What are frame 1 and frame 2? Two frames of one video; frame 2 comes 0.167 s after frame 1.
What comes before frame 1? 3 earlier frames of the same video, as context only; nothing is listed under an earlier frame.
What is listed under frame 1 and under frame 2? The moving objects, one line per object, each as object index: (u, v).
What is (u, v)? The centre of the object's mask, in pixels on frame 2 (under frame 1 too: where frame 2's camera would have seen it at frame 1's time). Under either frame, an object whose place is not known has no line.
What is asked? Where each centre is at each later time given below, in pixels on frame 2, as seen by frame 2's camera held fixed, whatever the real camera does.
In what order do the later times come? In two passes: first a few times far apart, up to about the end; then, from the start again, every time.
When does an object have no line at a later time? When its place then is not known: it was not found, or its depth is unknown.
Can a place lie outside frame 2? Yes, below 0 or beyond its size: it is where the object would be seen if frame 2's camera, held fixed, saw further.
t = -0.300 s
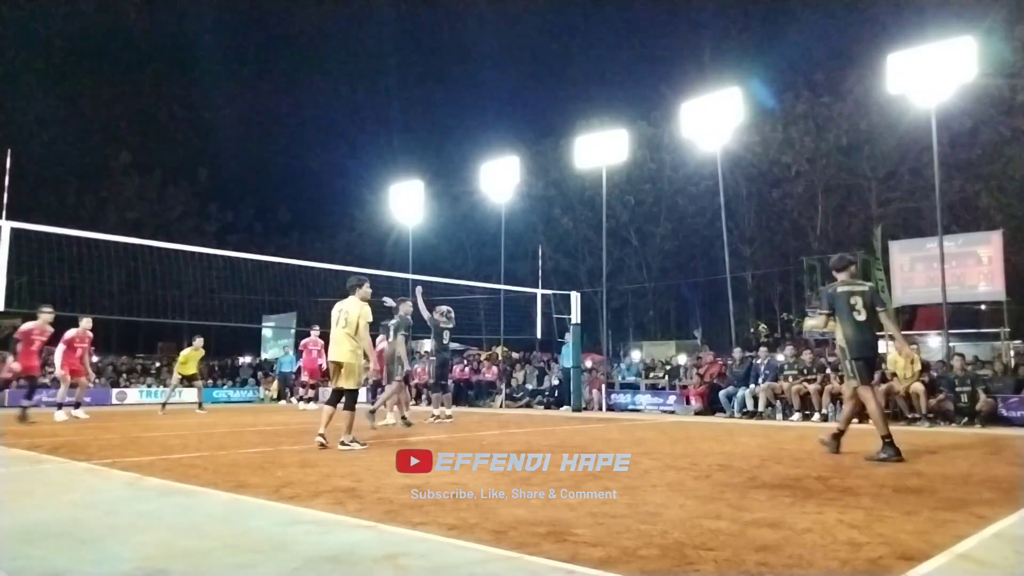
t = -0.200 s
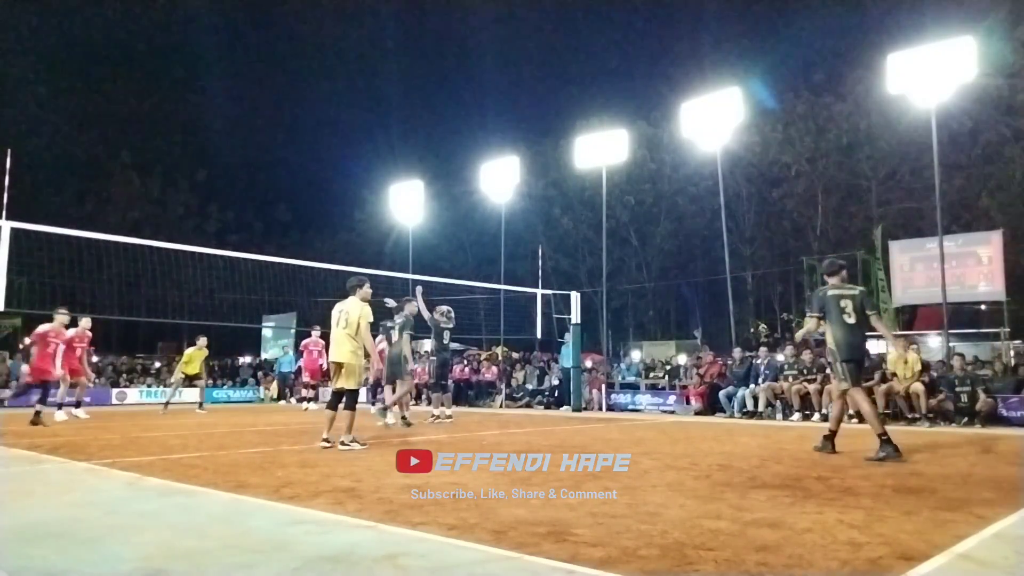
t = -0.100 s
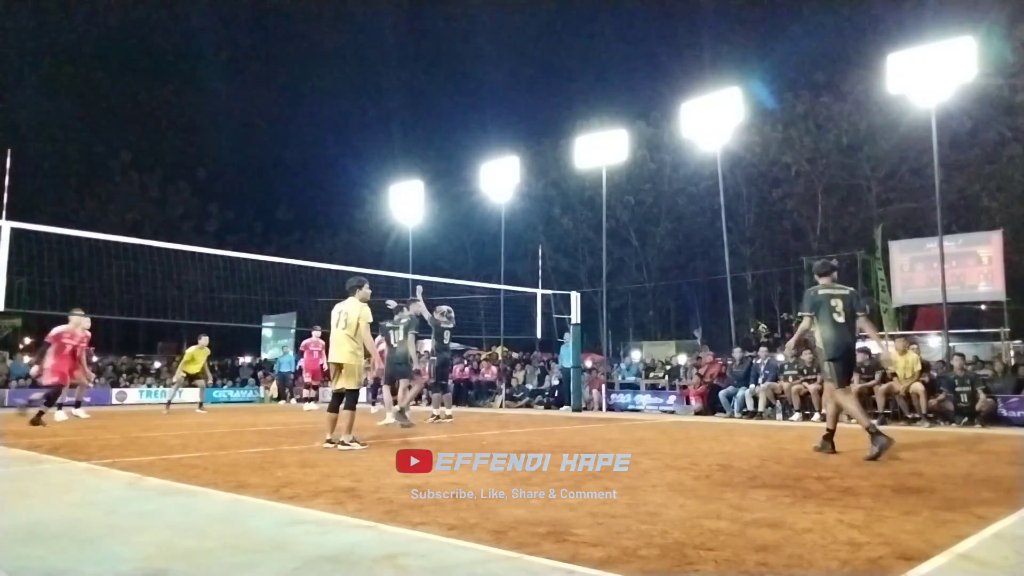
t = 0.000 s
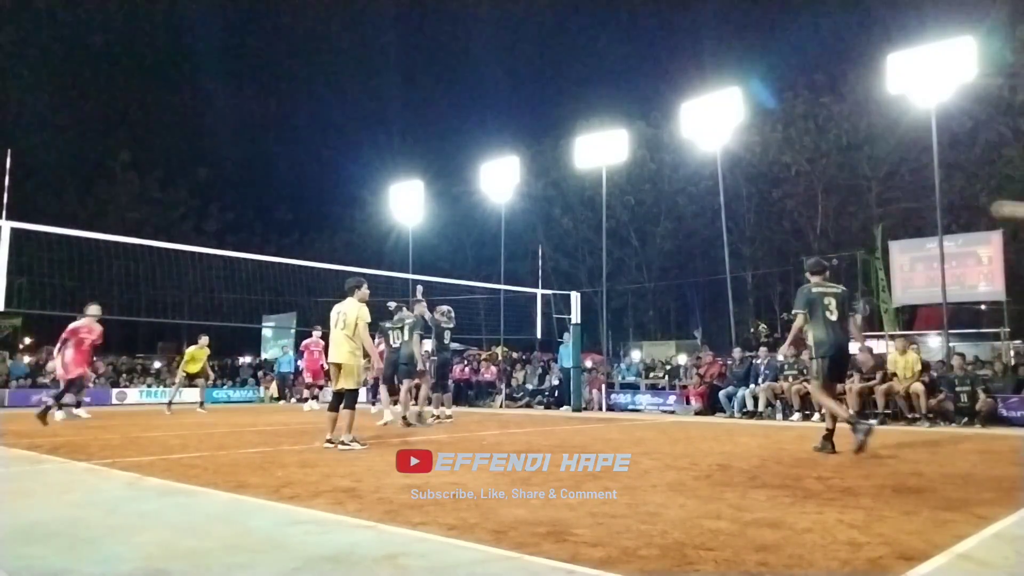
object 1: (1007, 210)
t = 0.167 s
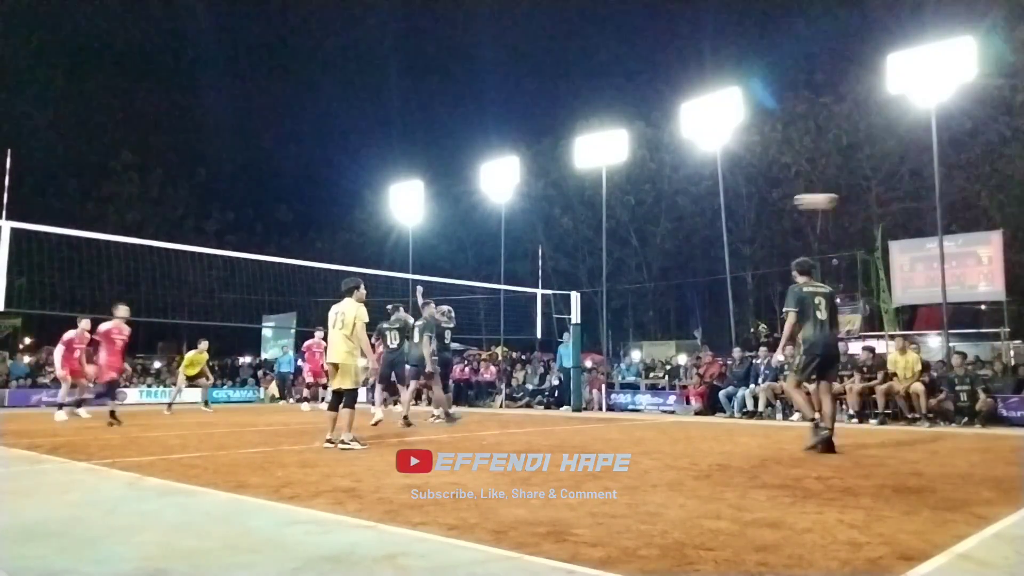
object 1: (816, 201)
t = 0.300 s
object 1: (697, 207)
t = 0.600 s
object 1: (512, 247)
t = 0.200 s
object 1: (783, 202)
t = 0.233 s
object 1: (752, 203)
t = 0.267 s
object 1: (724, 204)
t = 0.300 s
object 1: (697, 207)
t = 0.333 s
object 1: (671, 209)
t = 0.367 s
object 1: (647, 213)
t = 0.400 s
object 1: (624, 216)
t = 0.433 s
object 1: (603, 220)
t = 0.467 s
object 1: (583, 225)
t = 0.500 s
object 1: (564, 230)
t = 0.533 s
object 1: (546, 235)
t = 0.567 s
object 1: (529, 241)
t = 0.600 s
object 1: (512, 247)
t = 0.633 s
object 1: (496, 254)
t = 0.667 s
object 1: (481, 261)
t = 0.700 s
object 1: (466, 269)
